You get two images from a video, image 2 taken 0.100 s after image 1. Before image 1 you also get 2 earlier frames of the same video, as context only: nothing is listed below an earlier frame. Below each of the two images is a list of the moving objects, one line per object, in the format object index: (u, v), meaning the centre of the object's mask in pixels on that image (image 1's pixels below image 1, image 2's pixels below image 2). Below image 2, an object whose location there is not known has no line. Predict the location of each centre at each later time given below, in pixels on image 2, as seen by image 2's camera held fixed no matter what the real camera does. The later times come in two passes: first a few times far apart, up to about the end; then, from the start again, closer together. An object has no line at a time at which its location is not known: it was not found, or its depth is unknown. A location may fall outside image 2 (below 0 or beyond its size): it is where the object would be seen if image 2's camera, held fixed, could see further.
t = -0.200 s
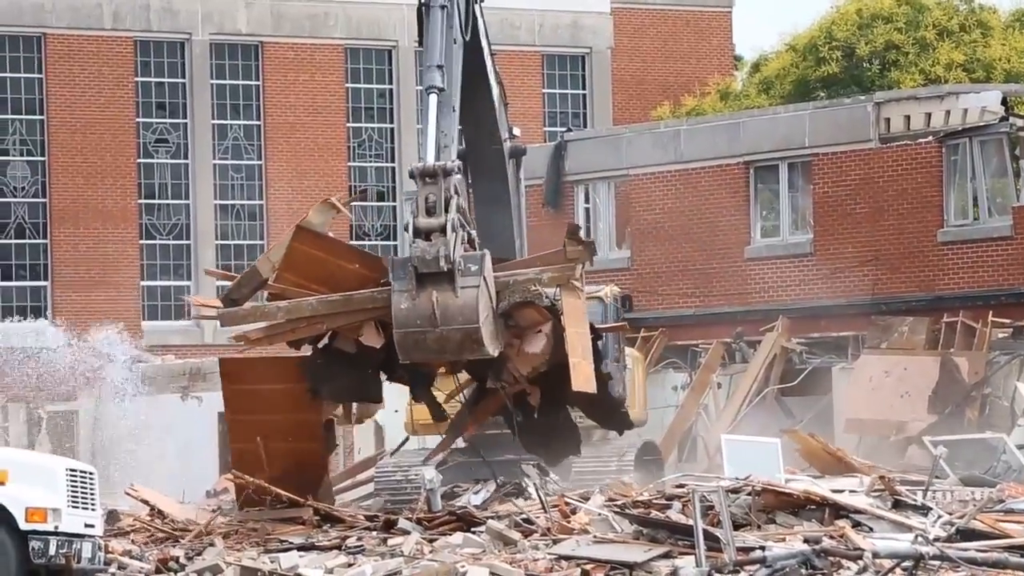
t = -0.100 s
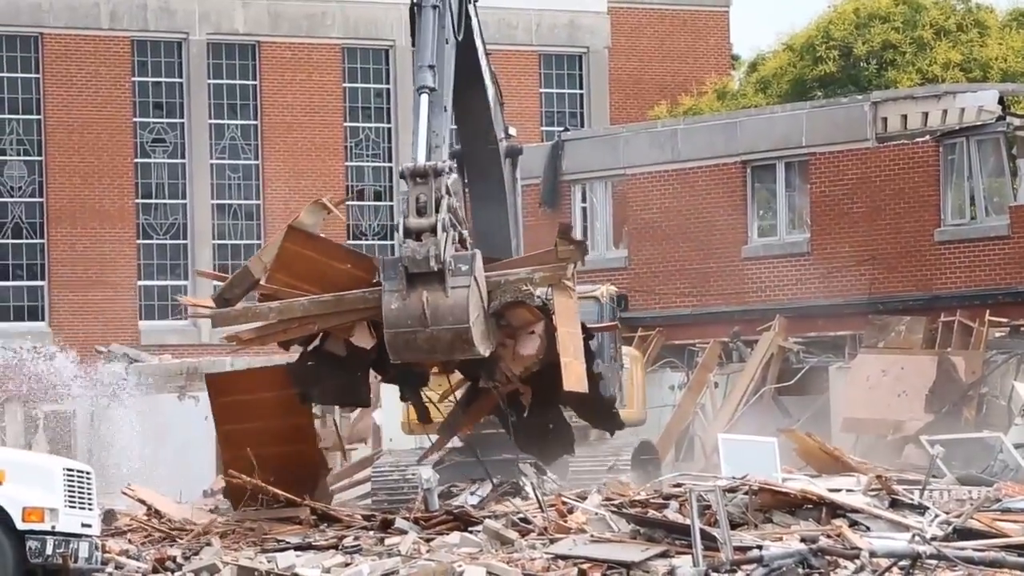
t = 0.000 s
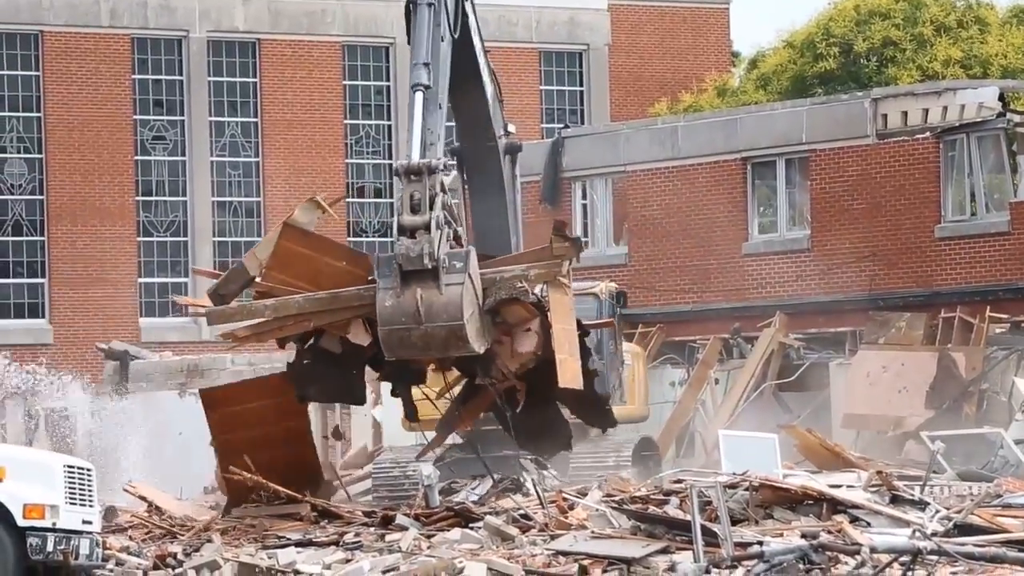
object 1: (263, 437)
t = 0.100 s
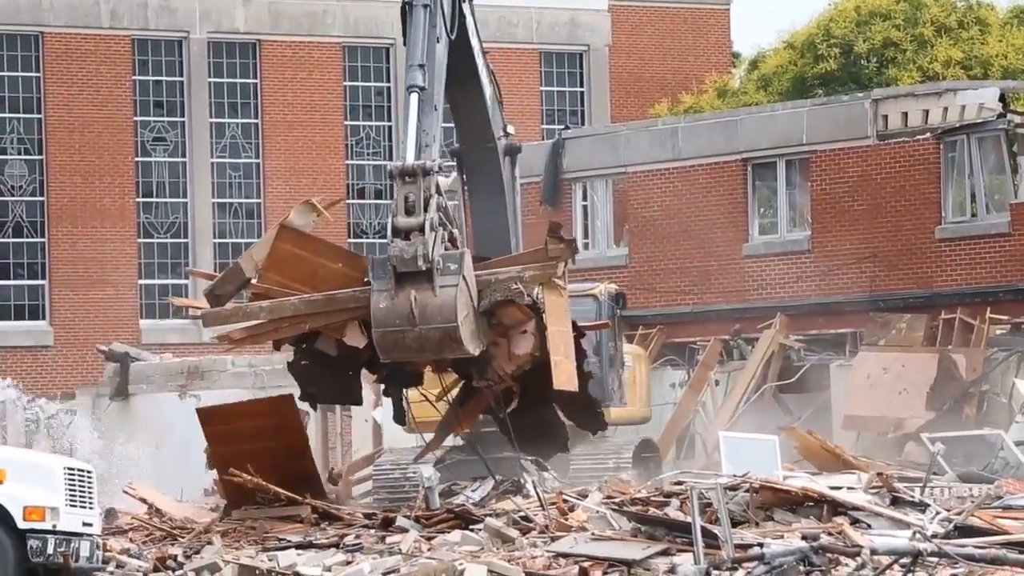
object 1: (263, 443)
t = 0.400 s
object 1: (246, 487)
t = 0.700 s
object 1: (240, 494)
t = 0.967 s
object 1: (243, 490)
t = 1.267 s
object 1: (244, 489)
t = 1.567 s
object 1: (243, 490)
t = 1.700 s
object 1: (243, 490)
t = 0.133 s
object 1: (260, 451)
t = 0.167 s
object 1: (259, 456)
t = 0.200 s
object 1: (258, 460)
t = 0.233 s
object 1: (257, 465)
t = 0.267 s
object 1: (256, 471)
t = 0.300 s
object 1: (255, 476)
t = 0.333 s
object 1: (253, 480)
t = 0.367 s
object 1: (249, 484)
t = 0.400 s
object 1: (246, 487)
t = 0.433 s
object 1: (243, 491)
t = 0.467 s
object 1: (242, 493)
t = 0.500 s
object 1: (243, 494)
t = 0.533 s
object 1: (242, 497)
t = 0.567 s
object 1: (240, 497)
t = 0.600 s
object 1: (240, 496)
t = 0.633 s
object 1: (240, 495)
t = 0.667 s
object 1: (239, 495)
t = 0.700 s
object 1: (240, 494)
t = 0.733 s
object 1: (240, 493)
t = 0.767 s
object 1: (241, 492)
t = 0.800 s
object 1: (241, 491)
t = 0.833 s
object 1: (241, 490)
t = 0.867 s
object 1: (241, 490)
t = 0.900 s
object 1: (243, 489)
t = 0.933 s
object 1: (244, 489)
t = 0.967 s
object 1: (243, 490)
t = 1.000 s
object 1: (243, 491)
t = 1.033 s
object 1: (244, 490)
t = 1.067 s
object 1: (243, 490)
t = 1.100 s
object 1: (243, 490)
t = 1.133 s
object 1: (243, 490)
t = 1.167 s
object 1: (243, 490)
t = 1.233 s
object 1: (243, 490)
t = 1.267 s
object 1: (244, 489)
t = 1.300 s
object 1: (243, 490)
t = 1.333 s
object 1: (243, 490)
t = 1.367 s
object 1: (243, 490)
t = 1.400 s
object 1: (243, 490)
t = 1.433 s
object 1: (243, 490)
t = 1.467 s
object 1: (243, 490)
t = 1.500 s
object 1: (243, 490)
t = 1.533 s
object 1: (243, 490)
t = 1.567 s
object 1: (243, 490)
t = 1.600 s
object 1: (243, 490)
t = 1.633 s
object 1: (243, 490)
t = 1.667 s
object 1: (243, 490)
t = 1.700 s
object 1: (243, 490)
